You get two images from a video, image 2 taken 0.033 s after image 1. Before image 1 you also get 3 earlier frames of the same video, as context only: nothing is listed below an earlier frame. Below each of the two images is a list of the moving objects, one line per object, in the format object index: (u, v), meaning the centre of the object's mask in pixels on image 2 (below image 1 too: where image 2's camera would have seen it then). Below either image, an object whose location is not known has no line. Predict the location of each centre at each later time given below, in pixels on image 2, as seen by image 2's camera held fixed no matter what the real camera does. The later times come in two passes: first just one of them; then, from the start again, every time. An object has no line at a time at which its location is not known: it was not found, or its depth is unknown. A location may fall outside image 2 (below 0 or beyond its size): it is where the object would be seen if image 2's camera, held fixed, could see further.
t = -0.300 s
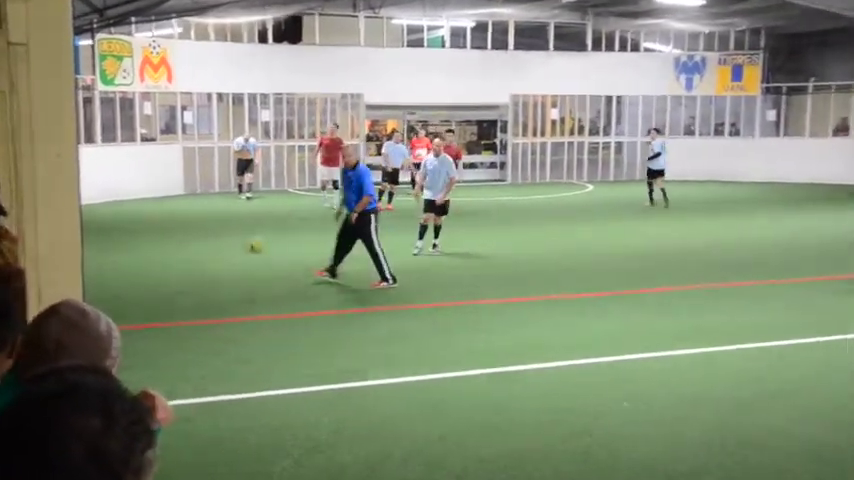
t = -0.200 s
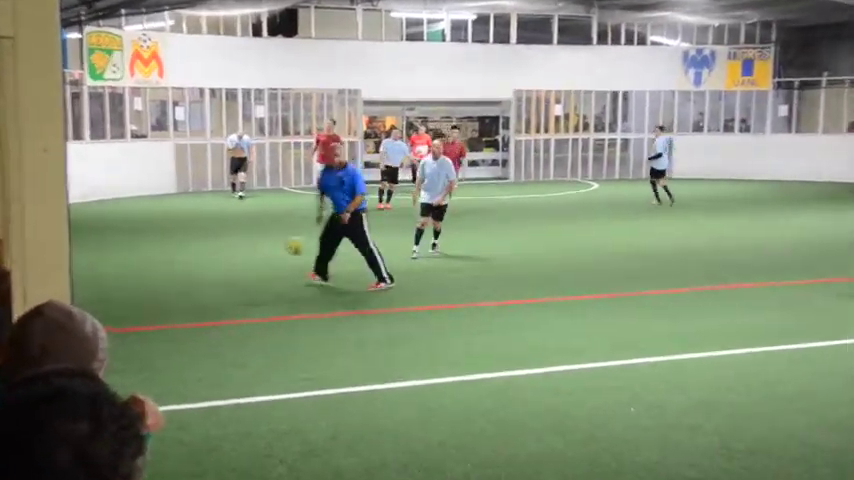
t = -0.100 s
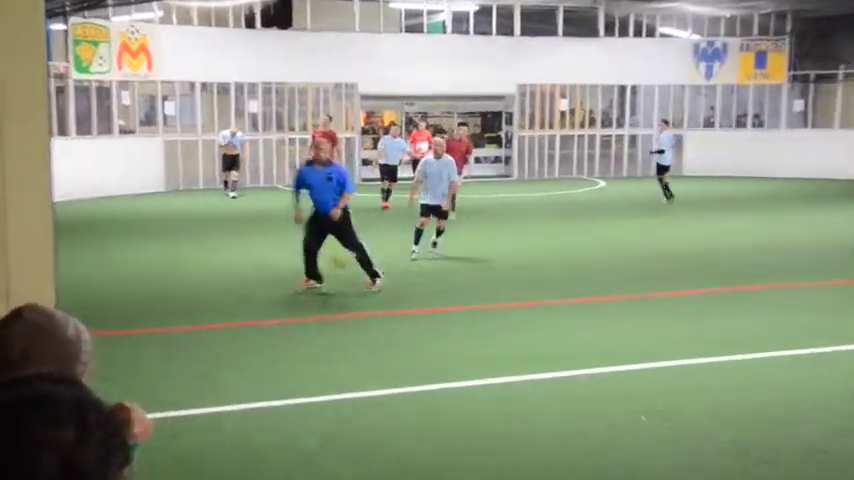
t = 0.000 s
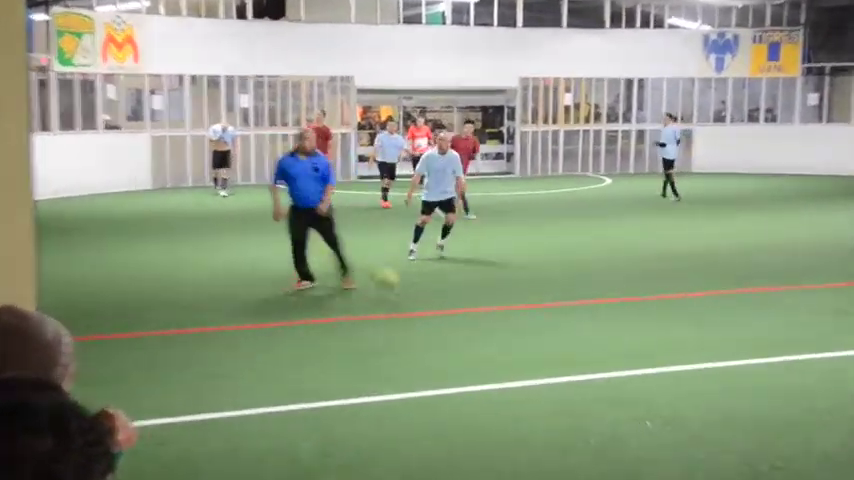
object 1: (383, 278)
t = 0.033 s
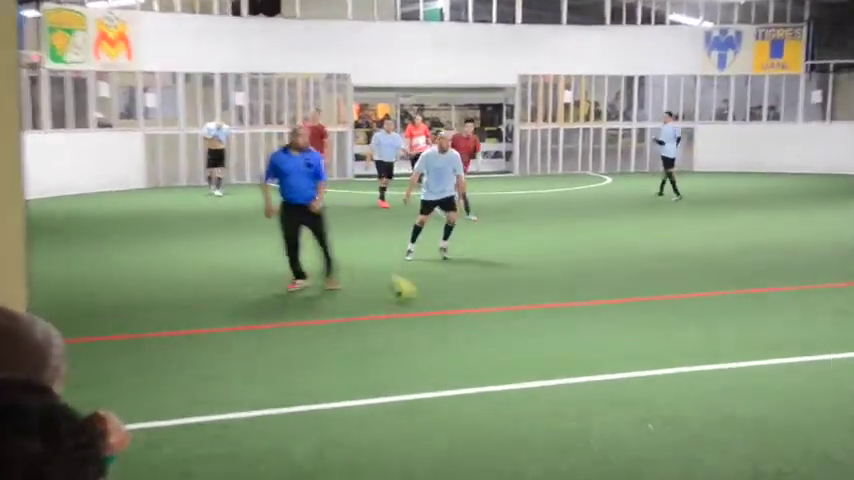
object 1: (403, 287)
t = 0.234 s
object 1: (516, 269)
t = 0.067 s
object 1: (419, 290)
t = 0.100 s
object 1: (441, 282)
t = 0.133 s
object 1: (459, 279)
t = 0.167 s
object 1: (477, 274)
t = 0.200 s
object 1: (496, 270)
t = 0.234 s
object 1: (516, 269)
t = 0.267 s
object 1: (532, 269)
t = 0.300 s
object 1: (550, 267)
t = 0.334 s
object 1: (570, 270)
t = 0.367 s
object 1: (589, 273)
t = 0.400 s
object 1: (607, 276)
